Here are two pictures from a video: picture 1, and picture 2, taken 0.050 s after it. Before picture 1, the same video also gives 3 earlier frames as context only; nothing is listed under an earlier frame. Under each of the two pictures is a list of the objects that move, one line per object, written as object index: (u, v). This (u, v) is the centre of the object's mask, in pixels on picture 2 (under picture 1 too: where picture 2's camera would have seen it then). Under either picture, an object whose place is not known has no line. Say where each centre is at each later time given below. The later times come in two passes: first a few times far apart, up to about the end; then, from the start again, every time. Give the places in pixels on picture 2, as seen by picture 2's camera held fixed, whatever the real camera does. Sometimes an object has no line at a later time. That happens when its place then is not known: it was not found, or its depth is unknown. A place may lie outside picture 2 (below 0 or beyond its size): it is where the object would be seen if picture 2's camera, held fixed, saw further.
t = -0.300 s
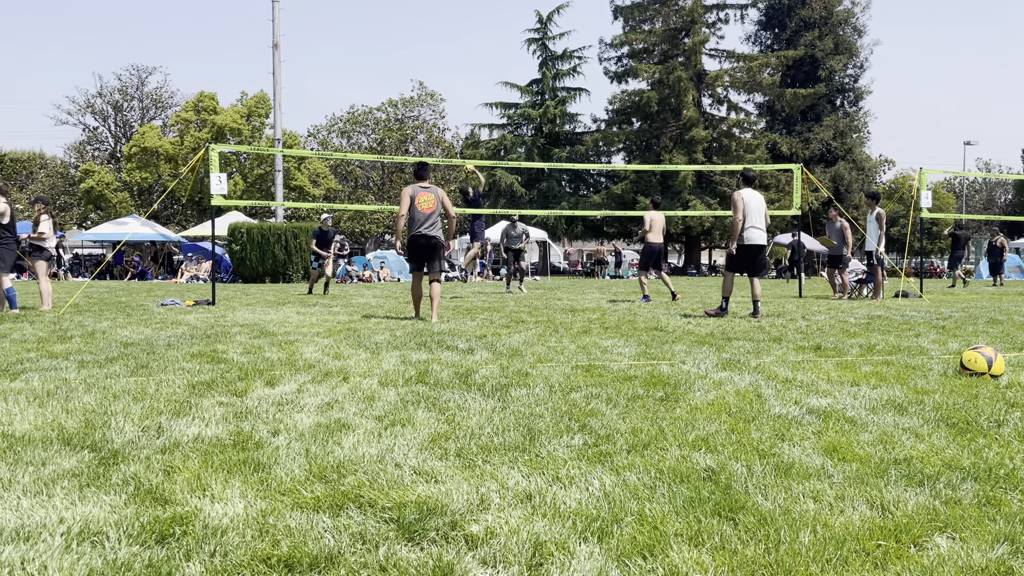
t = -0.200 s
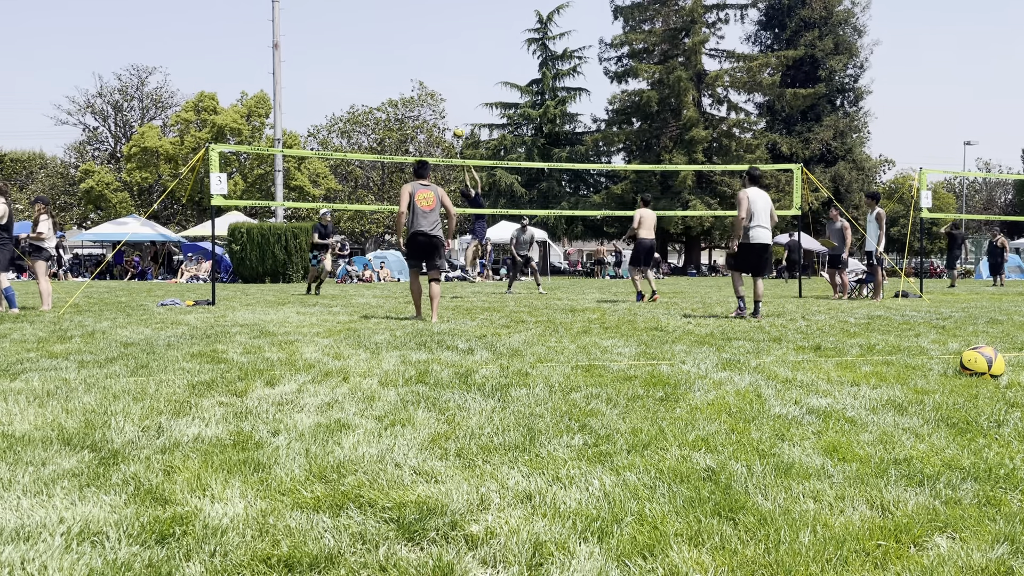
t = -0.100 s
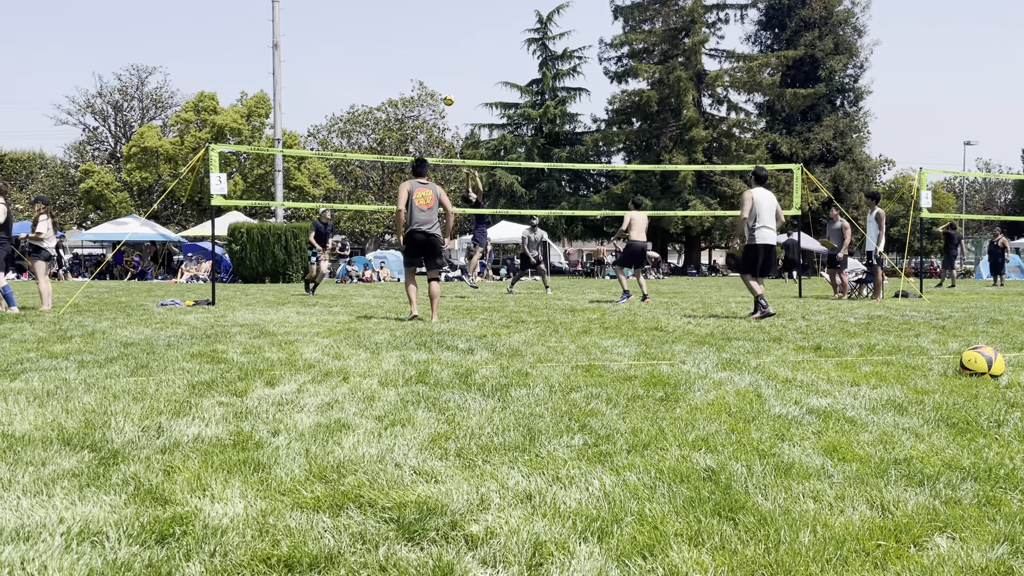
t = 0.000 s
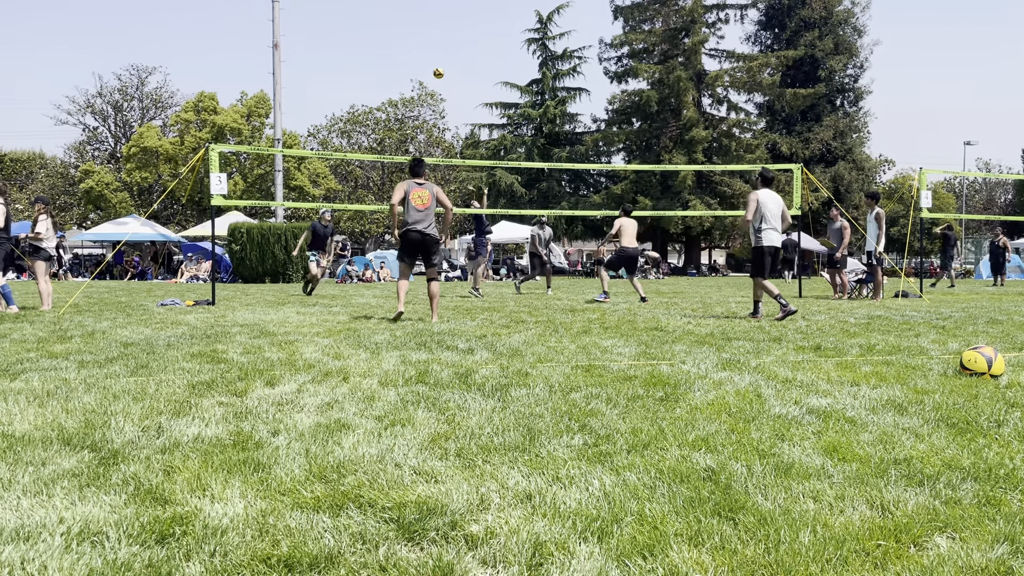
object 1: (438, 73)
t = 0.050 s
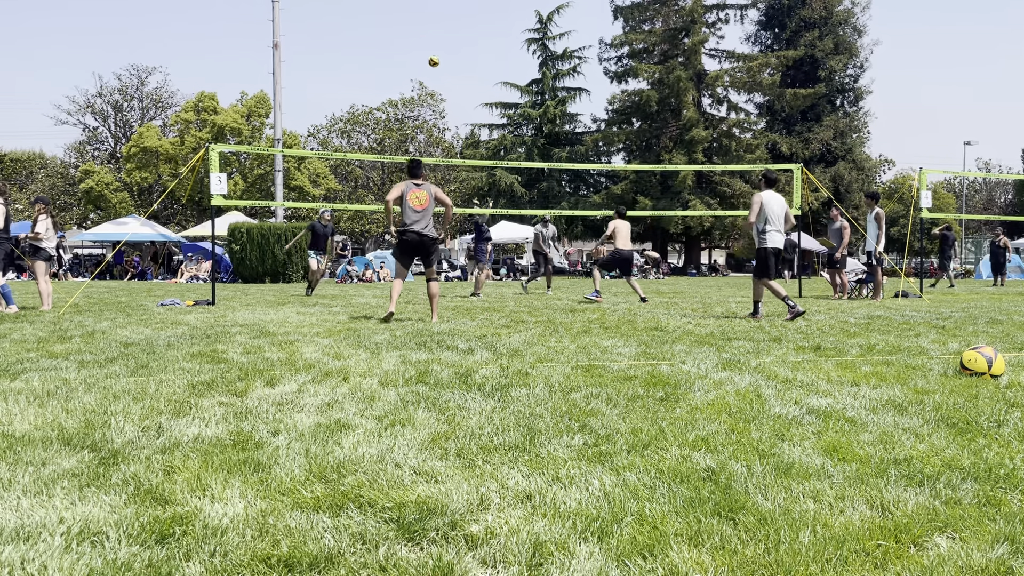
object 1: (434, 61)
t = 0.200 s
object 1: (420, 35)
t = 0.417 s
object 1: (401, 19)
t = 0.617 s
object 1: (384, 27)
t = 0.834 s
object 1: (367, 63)
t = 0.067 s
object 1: (432, 58)
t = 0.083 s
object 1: (430, 54)
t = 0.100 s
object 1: (429, 51)
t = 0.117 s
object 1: (427, 48)
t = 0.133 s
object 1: (426, 45)
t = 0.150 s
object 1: (424, 42)
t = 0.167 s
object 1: (423, 40)
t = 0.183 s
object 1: (421, 37)
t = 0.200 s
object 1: (420, 35)
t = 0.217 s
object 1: (418, 33)
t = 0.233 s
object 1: (417, 31)
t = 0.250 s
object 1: (415, 29)
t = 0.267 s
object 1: (414, 27)
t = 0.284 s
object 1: (412, 26)
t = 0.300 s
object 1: (411, 24)
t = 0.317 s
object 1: (410, 23)
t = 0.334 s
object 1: (408, 22)
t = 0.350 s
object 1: (407, 21)
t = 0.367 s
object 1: (405, 20)
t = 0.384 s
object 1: (404, 20)
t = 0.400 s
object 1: (403, 19)
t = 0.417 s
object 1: (401, 19)
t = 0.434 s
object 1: (400, 19)
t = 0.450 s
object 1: (398, 19)
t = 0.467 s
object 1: (397, 19)
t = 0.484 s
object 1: (395, 19)
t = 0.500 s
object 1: (394, 20)
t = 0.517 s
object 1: (392, 20)
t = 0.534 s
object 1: (391, 21)
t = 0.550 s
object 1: (390, 22)
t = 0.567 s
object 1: (389, 23)
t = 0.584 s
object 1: (387, 24)
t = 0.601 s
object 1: (386, 26)
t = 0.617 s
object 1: (384, 27)
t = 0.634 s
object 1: (383, 29)
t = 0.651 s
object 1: (382, 31)
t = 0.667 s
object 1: (380, 33)
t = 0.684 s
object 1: (379, 35)
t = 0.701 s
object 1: (378, 38)
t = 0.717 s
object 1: (376, 40)
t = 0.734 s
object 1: (375, 43)
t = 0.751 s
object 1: (374, 46)
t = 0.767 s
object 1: (373, 49)
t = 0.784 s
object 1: (371, 52)
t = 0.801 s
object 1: (370, 56)
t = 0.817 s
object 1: (369, 59)
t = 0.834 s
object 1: (367, 63)
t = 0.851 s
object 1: (366, 66)
